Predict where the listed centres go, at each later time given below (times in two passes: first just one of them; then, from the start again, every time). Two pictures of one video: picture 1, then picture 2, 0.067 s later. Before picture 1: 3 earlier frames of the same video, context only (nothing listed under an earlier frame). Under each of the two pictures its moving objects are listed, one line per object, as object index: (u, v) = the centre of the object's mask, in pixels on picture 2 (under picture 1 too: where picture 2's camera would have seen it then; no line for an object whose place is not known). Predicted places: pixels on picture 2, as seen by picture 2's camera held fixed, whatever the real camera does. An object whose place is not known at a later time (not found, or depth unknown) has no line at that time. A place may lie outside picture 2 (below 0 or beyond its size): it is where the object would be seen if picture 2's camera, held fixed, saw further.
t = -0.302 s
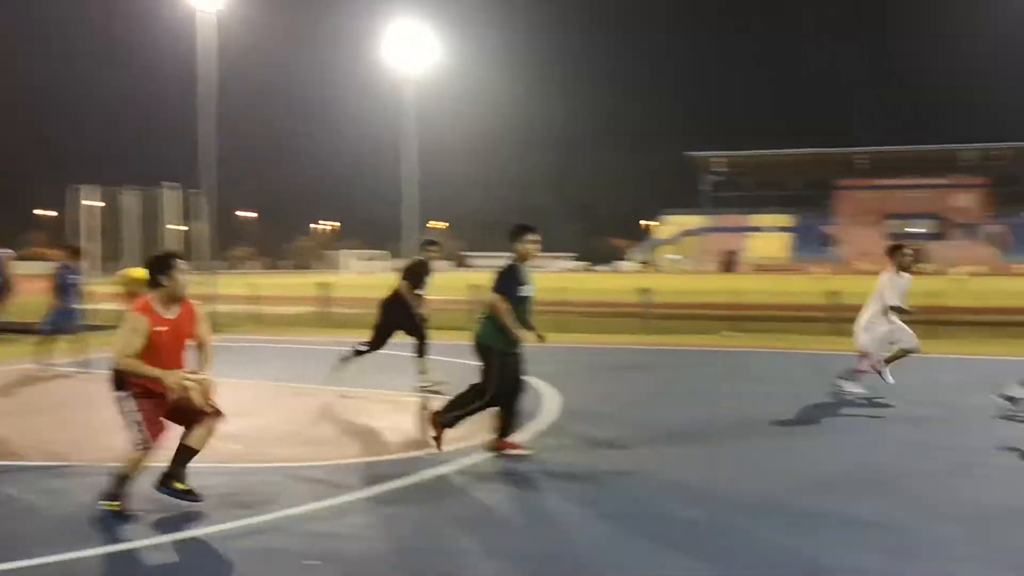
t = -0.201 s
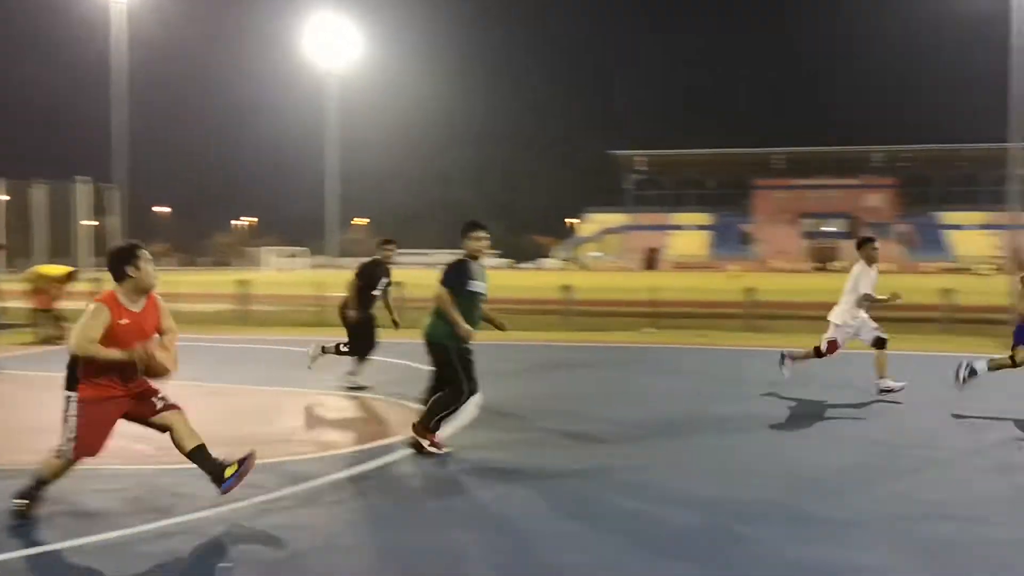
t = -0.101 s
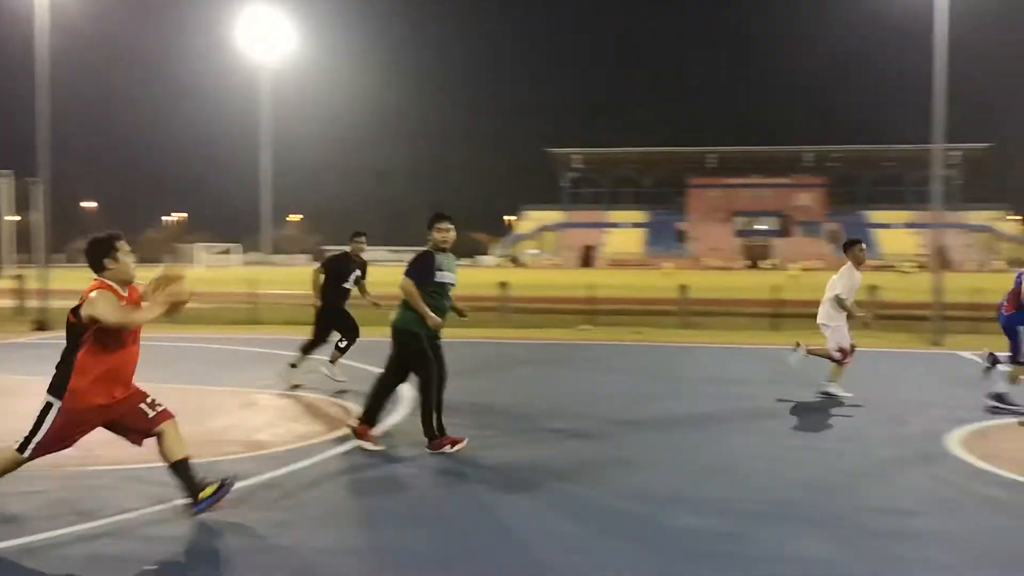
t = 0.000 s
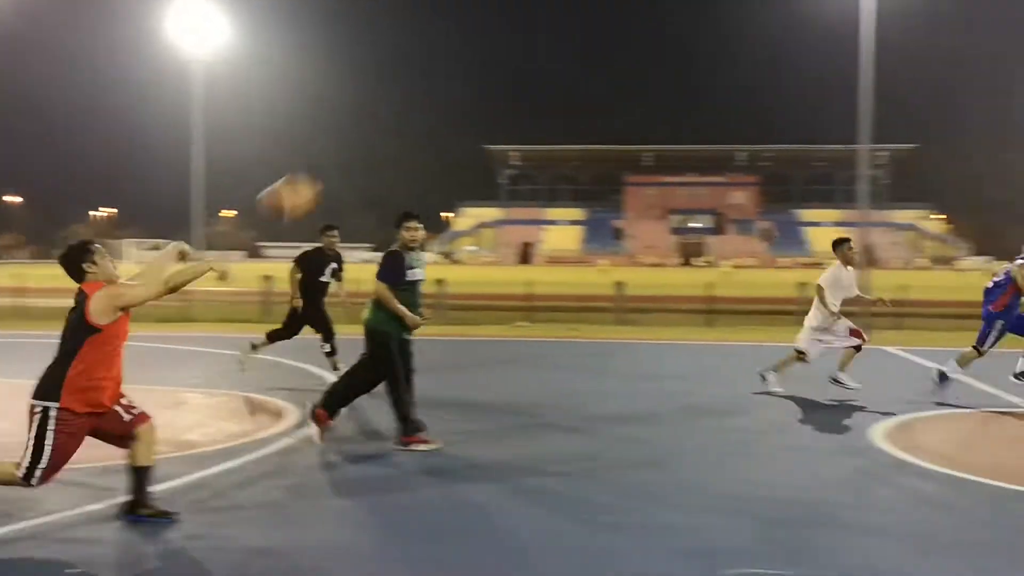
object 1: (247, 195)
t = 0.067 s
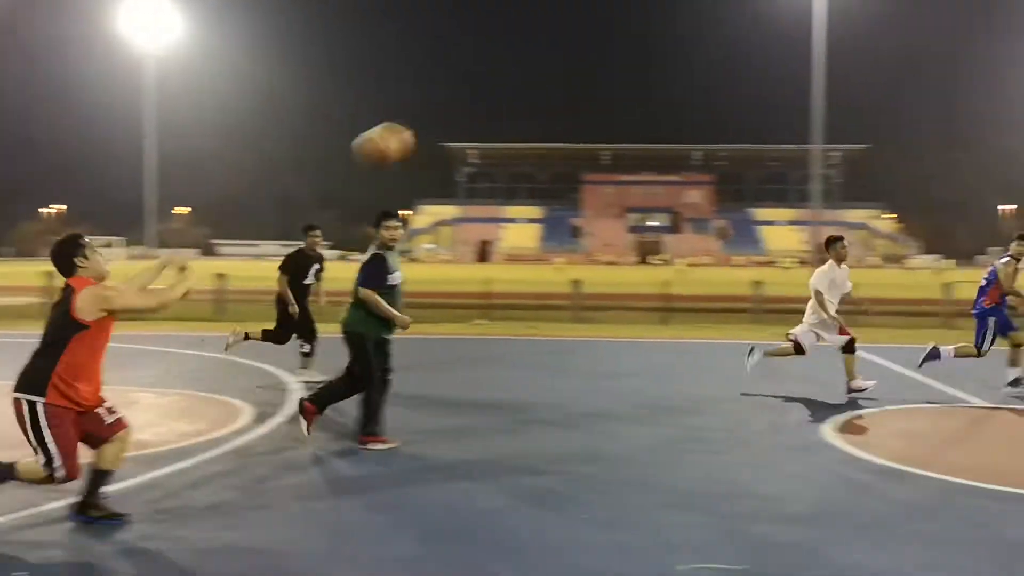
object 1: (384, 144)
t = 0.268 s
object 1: (731, 52)
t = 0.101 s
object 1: (449, 123)
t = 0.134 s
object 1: (510, 104)
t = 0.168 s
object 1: (571, 88)
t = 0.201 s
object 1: (623, 74)
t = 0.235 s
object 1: (676, 63)
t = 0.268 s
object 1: (731, 52)
